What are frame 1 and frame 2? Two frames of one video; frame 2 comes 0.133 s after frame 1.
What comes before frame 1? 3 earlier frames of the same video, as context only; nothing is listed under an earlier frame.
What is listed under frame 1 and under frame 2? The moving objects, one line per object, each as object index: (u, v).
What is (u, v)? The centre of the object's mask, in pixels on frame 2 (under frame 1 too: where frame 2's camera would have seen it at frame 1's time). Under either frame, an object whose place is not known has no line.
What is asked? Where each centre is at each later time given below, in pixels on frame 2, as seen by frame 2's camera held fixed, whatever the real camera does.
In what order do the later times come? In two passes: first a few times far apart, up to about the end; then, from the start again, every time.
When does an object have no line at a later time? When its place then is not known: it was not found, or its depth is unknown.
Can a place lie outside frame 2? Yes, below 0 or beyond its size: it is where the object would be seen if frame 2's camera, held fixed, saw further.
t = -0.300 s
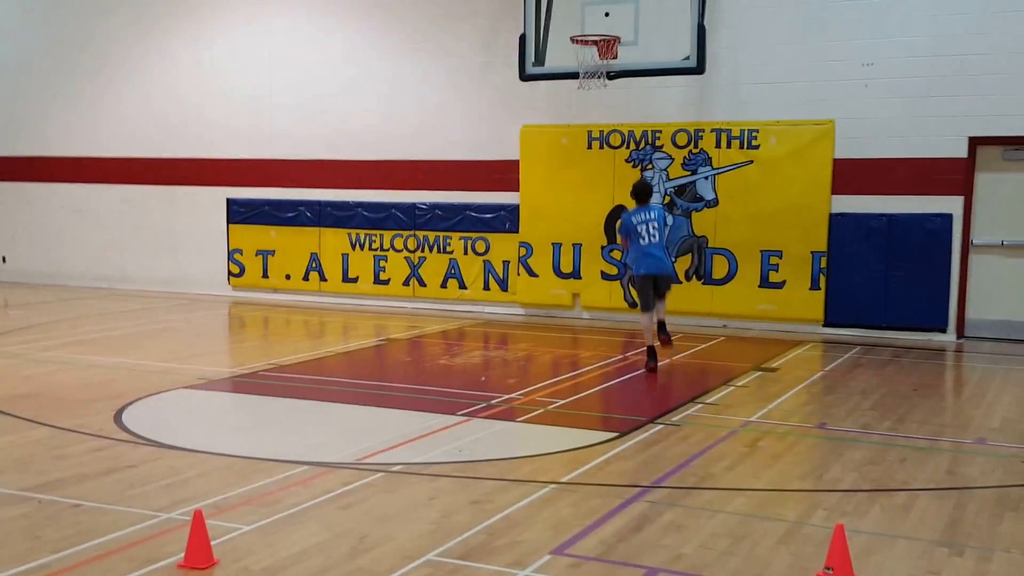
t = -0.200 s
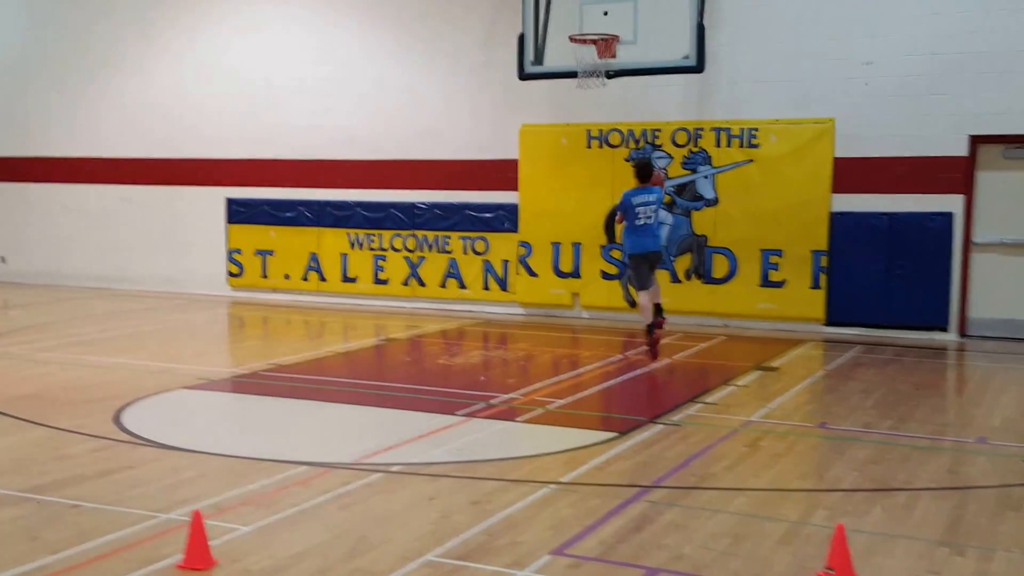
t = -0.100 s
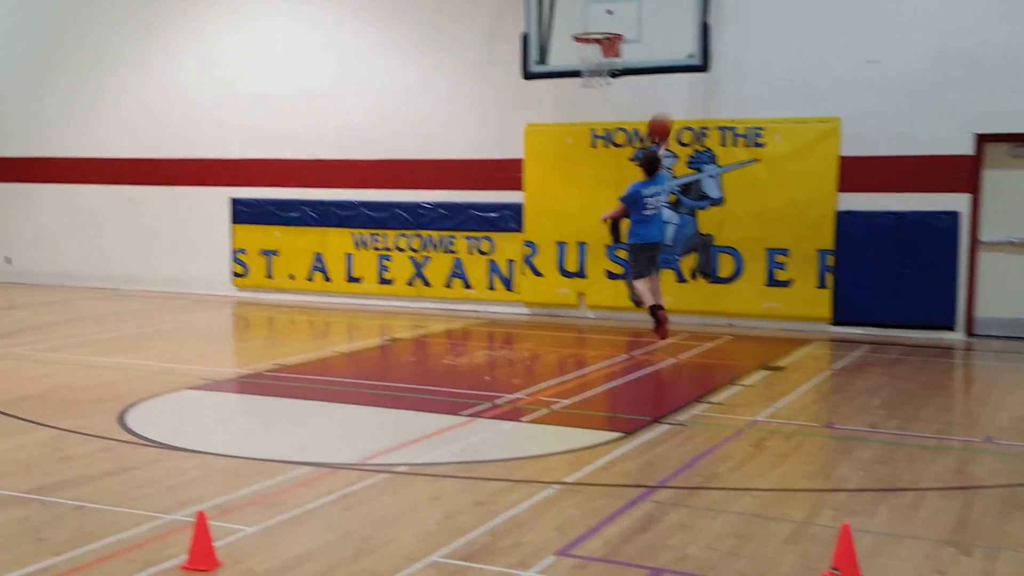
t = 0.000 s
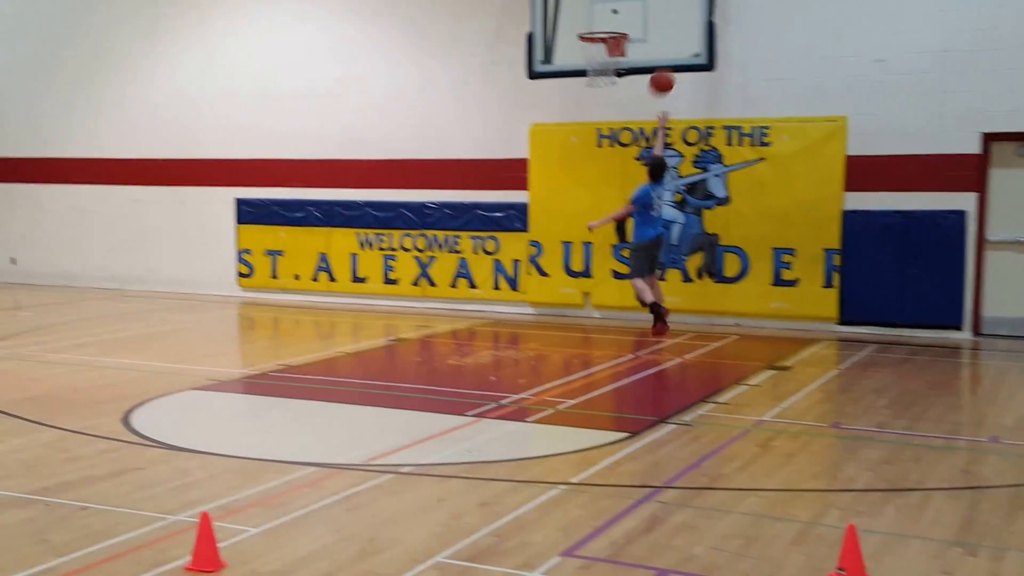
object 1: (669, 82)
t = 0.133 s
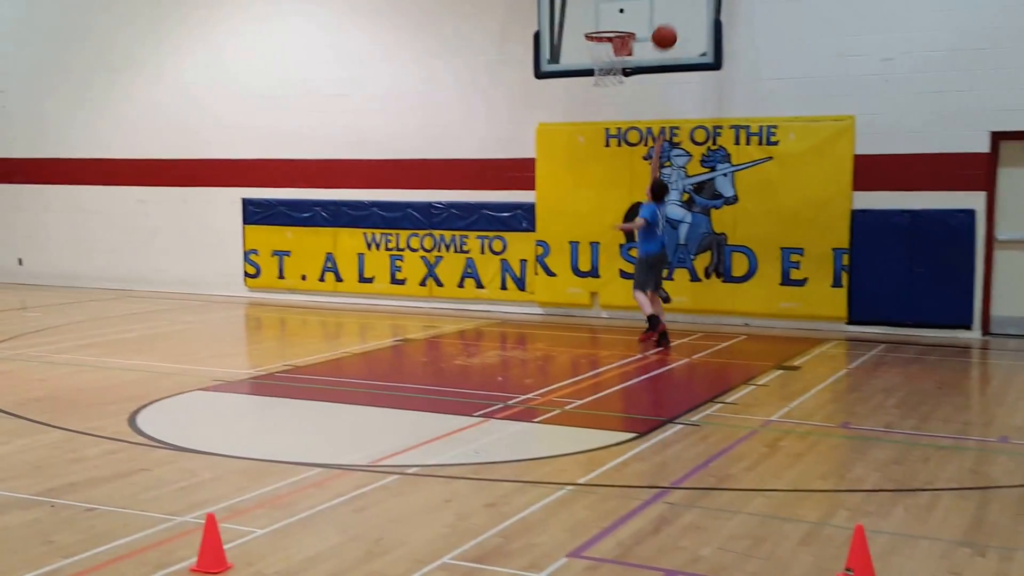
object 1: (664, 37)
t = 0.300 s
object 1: (652, 10)
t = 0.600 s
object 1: (617, 22)
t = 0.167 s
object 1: (663, 29)
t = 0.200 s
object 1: (662, 22)
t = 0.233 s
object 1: (660, 17)
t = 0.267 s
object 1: (656, 12)
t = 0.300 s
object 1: (652, 10)
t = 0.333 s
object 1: (648, 9)
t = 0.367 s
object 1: (644, 8)
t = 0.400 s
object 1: (640, 8)
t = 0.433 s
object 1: (636, 8)
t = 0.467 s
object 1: (632, 9)
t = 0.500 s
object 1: (628, 11)
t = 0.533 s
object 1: (624, 13)
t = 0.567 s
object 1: (620, 18)
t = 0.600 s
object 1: (617, 22)
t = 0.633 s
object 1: (615, 21)
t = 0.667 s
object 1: (613, 22)
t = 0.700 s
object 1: (610, 25)
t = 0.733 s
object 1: (608, 27)
